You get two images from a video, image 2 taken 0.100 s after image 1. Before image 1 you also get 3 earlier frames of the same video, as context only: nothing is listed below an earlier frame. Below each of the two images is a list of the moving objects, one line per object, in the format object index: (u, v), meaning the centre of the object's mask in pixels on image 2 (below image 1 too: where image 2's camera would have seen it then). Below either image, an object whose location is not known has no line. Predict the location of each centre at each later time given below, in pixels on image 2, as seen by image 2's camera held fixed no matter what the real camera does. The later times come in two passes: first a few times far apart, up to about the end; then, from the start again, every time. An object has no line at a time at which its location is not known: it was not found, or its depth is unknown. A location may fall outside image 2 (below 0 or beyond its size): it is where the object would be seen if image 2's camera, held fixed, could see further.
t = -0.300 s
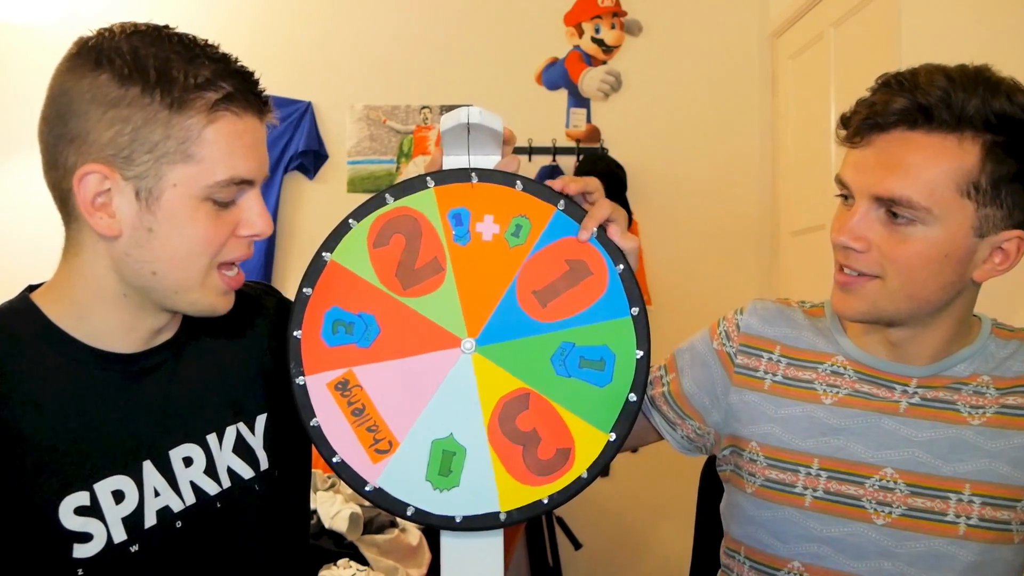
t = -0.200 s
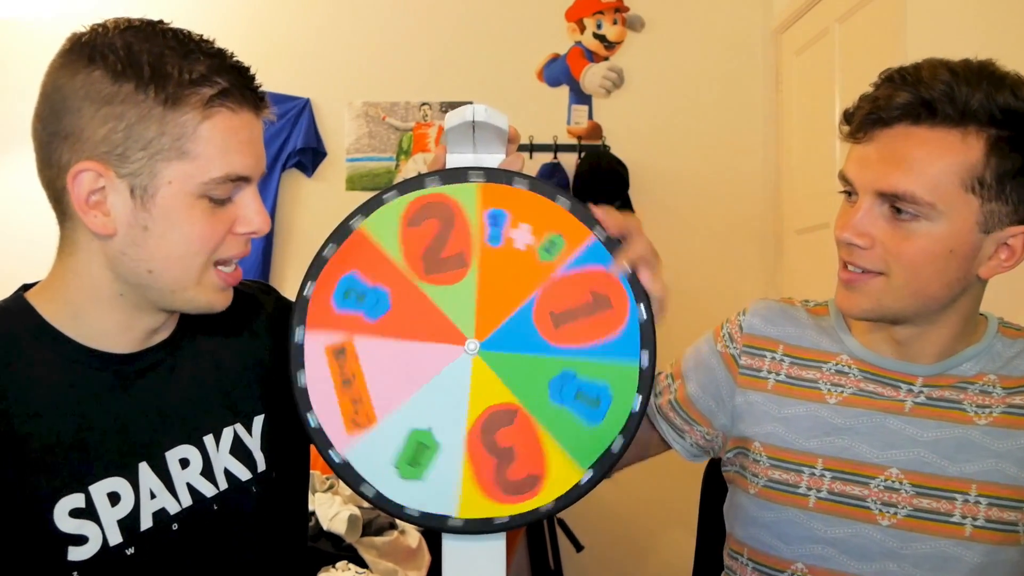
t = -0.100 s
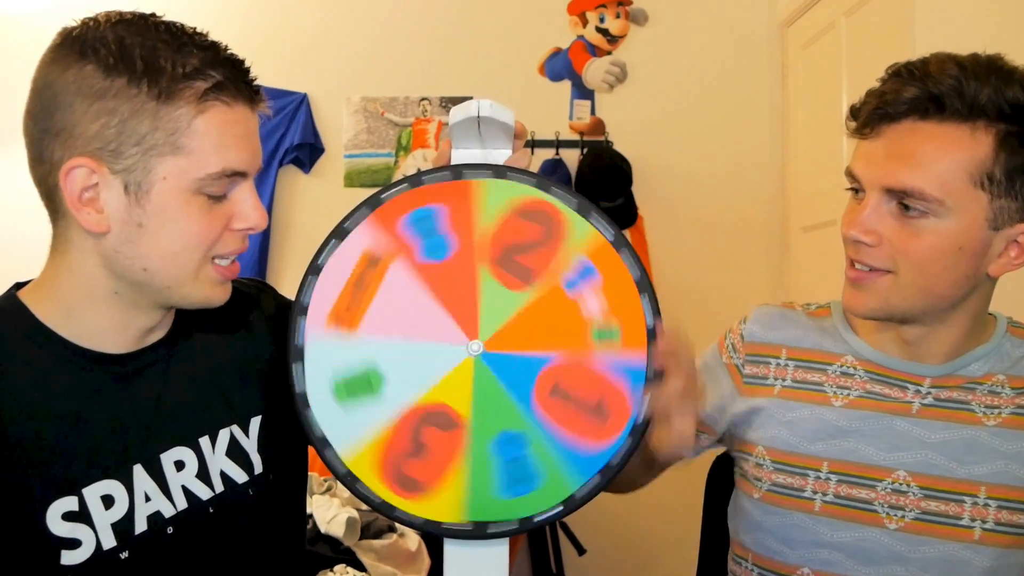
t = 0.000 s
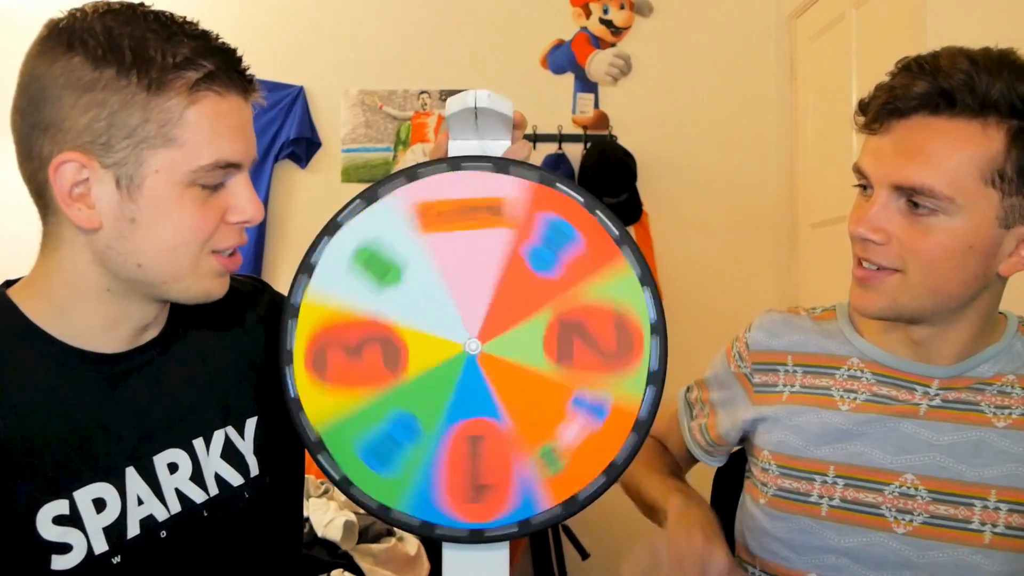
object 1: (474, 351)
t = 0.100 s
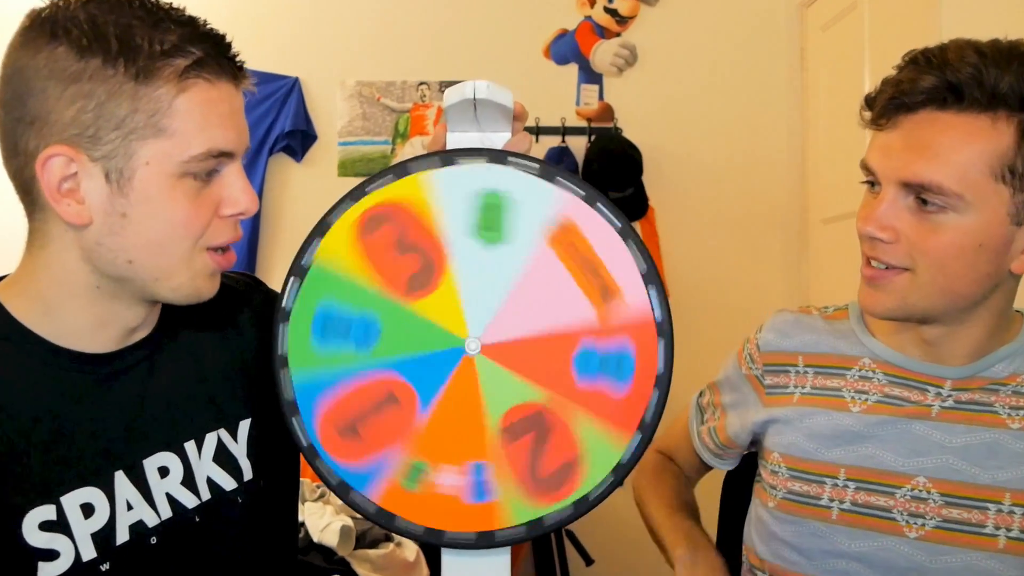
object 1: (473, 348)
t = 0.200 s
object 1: (477, 347)
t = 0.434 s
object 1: (481, 344)
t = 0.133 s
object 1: (474, 348)
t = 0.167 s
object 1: (476, 347)
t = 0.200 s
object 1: (477, 347)
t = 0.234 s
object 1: (478, 346)
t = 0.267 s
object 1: (478, 346)
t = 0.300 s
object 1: (479, 346)
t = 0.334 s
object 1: (479, 345)
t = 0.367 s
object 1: (479, 345)
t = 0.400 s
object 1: (480, 344)
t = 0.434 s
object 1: (481, 344)
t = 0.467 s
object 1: (481, 344)
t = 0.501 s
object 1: (482, 343)
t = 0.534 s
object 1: (482, 343)
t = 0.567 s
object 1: (482, 342)
